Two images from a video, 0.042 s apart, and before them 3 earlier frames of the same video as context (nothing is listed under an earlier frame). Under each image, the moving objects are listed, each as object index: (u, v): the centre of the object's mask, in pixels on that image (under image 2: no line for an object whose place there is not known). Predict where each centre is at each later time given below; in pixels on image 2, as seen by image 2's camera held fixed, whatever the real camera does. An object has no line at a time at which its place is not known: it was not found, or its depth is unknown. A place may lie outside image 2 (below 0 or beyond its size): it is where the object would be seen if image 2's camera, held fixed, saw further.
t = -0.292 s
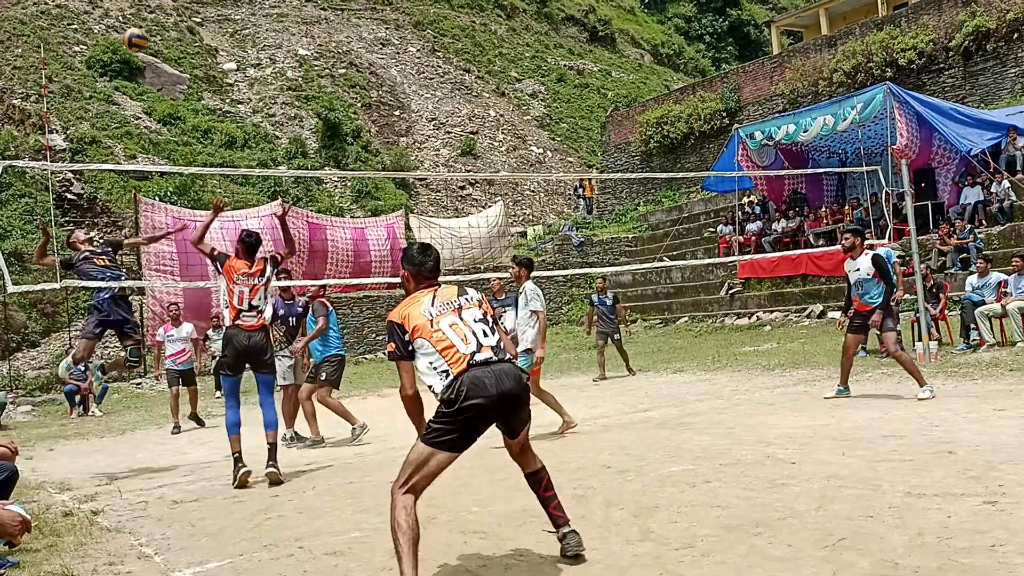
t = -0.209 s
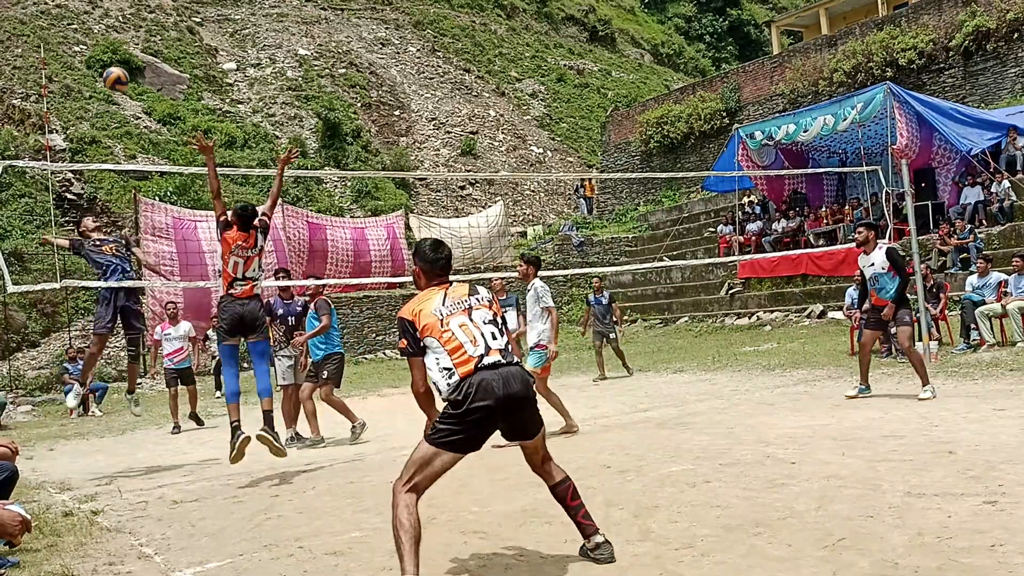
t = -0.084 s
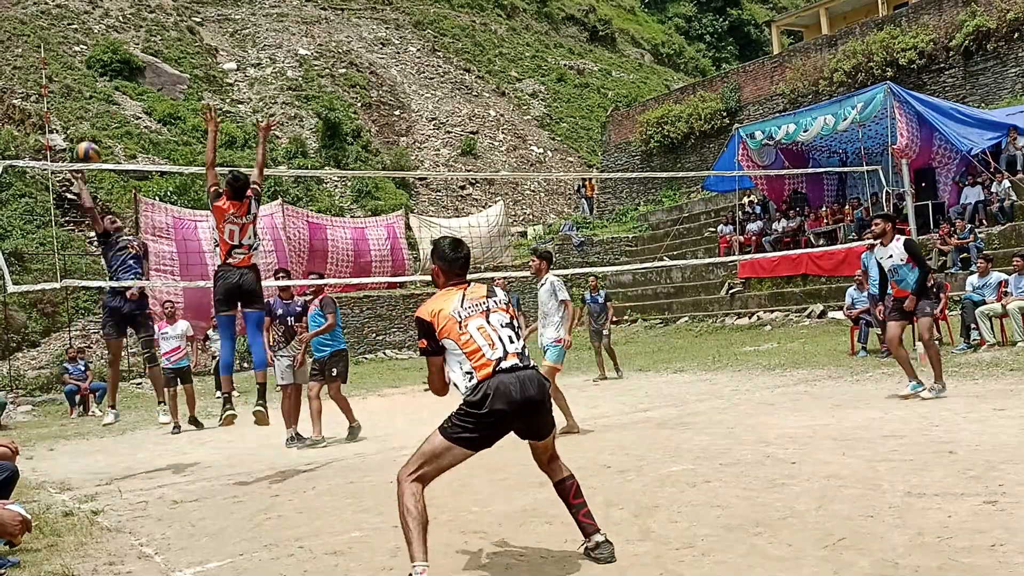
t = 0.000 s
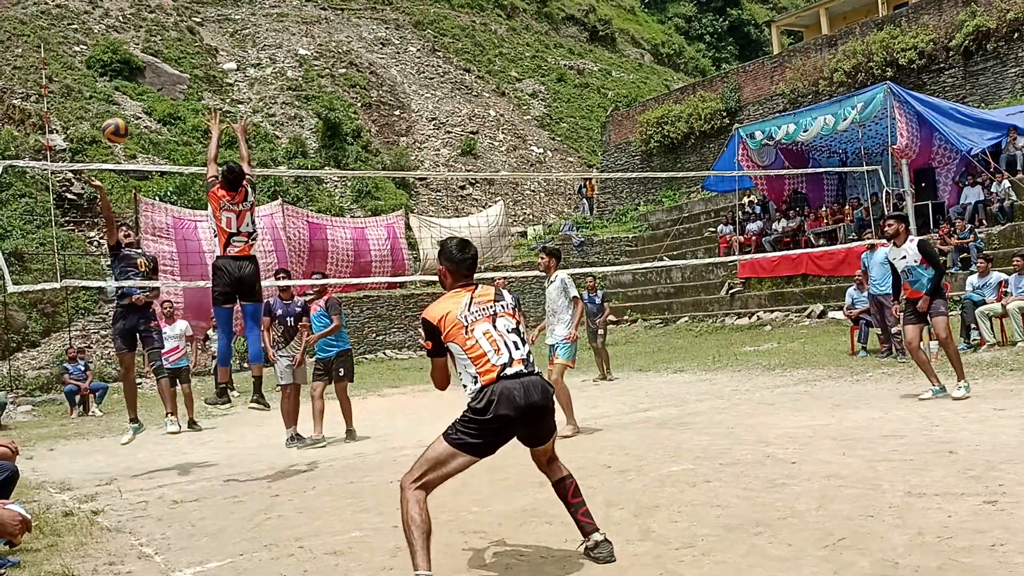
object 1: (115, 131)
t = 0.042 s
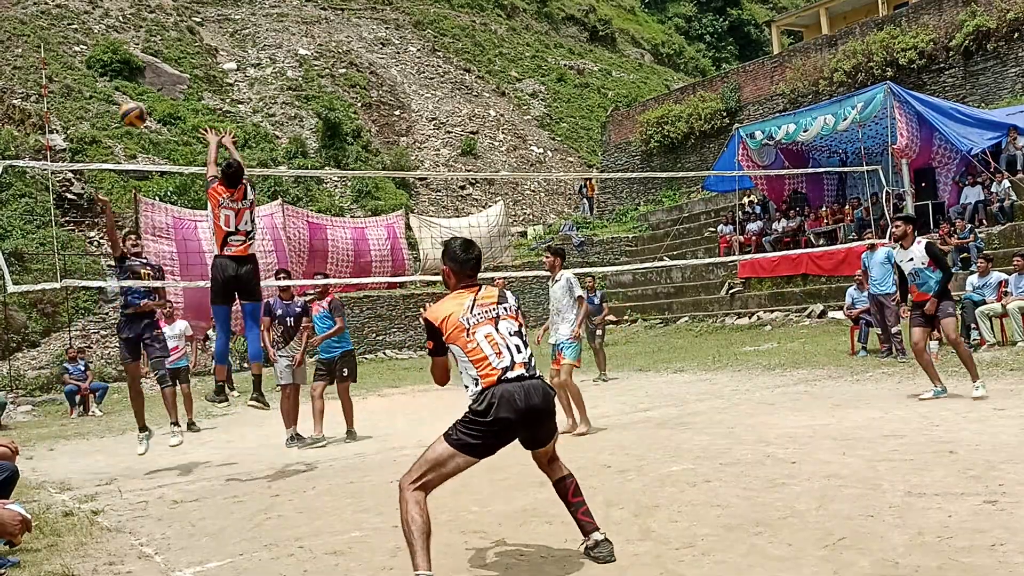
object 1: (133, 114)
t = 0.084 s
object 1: (152, 100)
